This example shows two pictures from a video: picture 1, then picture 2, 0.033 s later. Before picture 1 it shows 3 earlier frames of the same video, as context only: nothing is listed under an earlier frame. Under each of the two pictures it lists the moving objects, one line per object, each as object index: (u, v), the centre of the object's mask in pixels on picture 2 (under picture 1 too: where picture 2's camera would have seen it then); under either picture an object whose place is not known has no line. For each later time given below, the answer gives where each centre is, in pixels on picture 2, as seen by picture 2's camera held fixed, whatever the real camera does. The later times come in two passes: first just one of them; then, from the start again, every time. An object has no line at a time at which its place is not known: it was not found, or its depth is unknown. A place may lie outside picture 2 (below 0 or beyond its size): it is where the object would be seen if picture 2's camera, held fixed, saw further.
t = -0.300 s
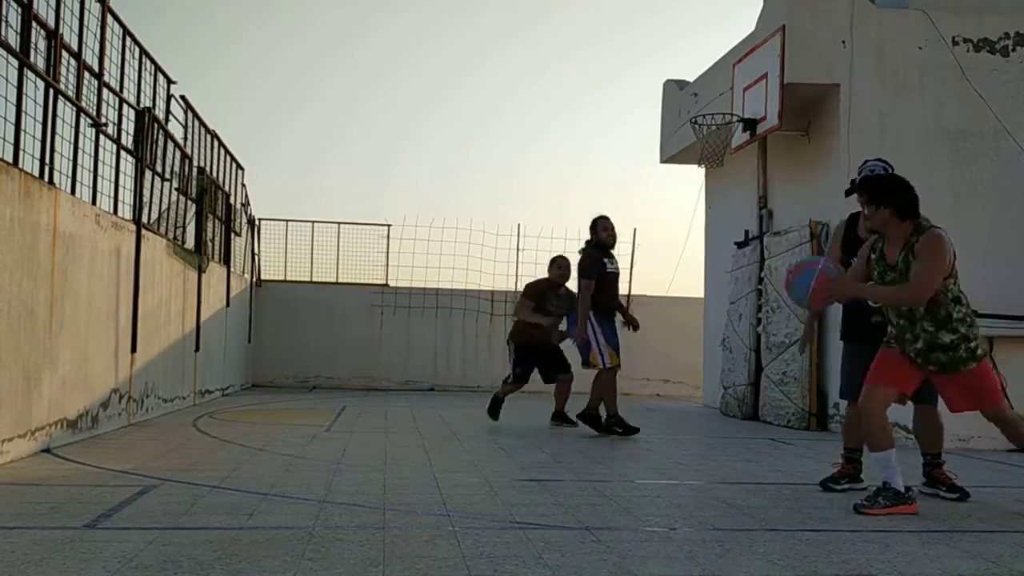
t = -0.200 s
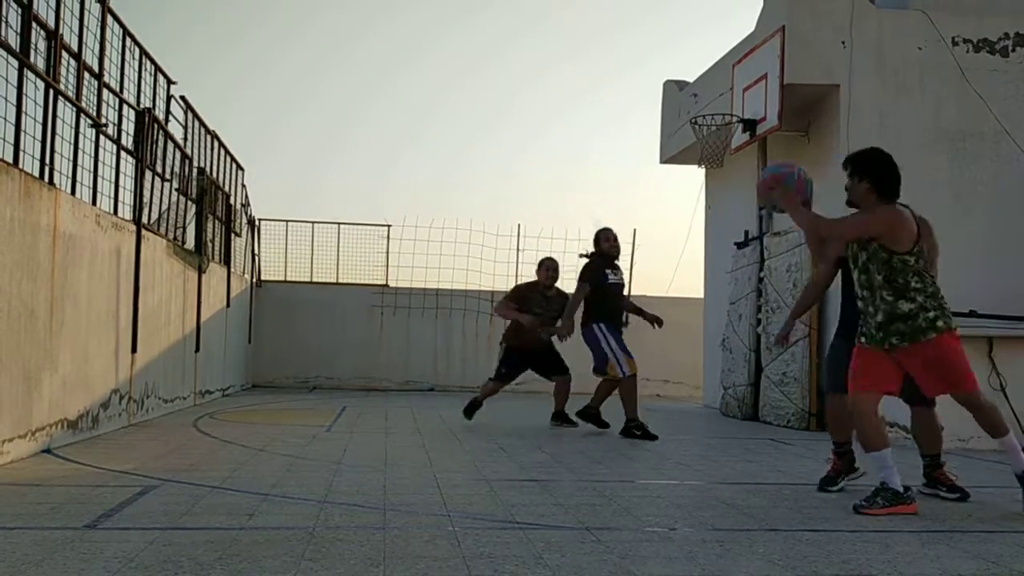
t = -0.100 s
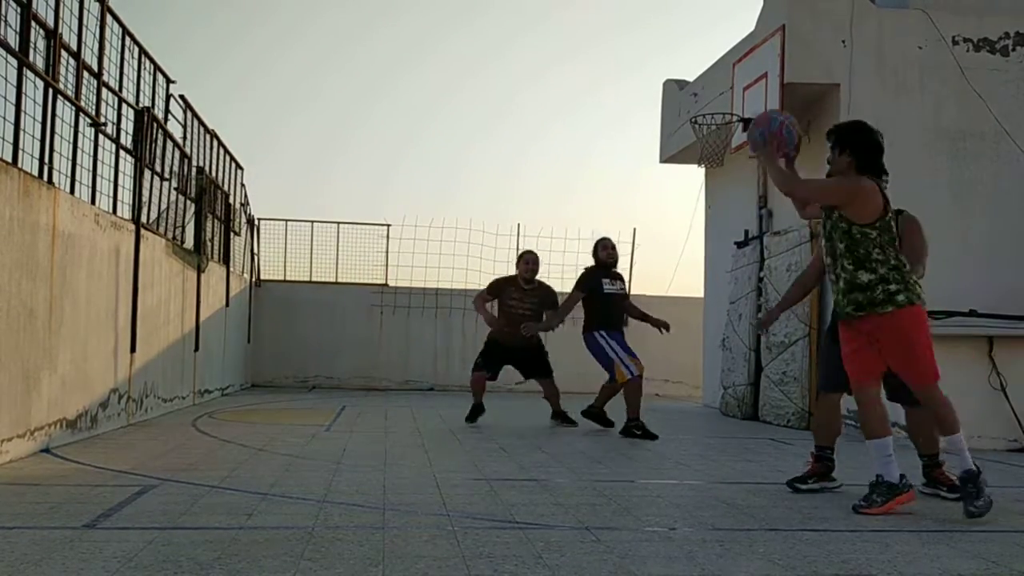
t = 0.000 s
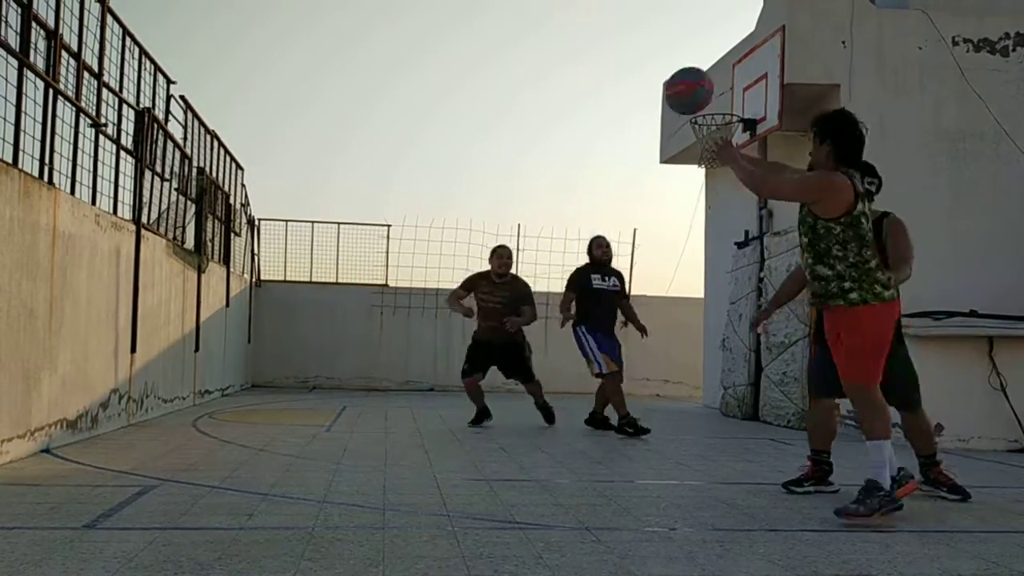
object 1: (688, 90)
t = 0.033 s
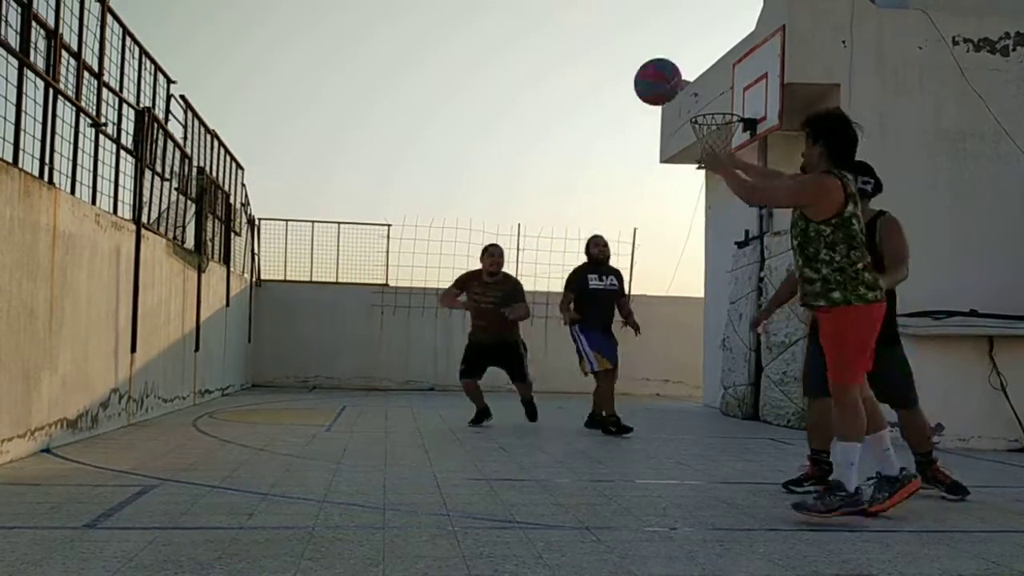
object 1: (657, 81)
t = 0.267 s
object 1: (464, 78)
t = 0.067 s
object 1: (627, 75)
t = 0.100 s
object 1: (598, 71)
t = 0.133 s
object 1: (569, 69)
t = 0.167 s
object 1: (542, 68)
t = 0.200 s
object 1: (515, 70)
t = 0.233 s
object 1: (489, 73)
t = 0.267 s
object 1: (464, 78)
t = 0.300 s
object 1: (439, 85)
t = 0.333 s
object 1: (415, 93)
